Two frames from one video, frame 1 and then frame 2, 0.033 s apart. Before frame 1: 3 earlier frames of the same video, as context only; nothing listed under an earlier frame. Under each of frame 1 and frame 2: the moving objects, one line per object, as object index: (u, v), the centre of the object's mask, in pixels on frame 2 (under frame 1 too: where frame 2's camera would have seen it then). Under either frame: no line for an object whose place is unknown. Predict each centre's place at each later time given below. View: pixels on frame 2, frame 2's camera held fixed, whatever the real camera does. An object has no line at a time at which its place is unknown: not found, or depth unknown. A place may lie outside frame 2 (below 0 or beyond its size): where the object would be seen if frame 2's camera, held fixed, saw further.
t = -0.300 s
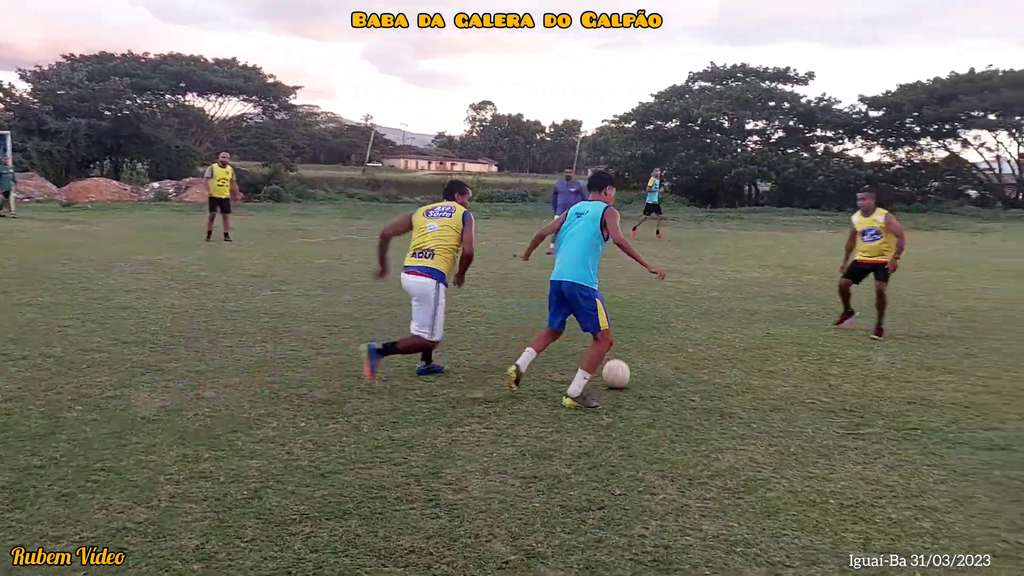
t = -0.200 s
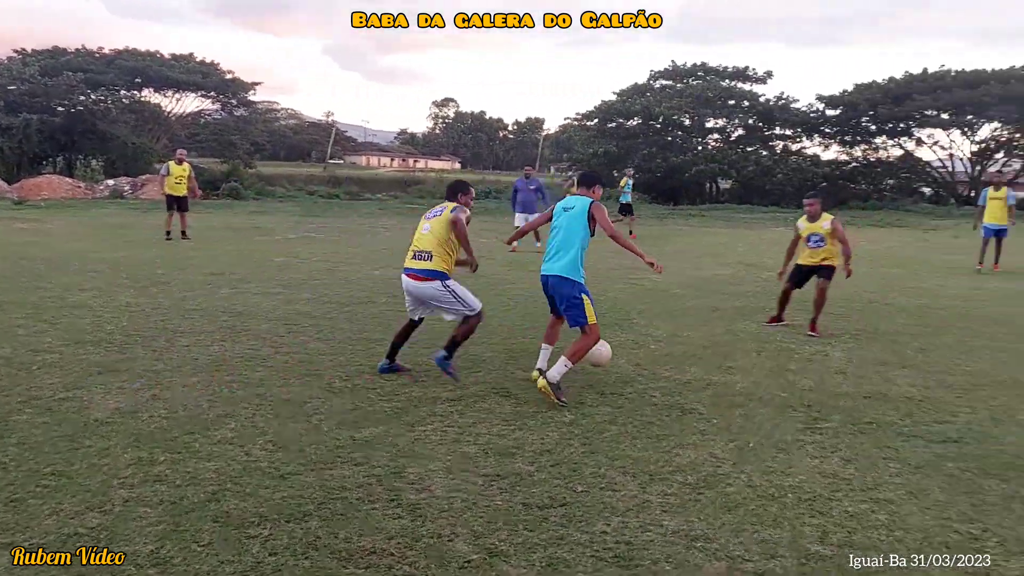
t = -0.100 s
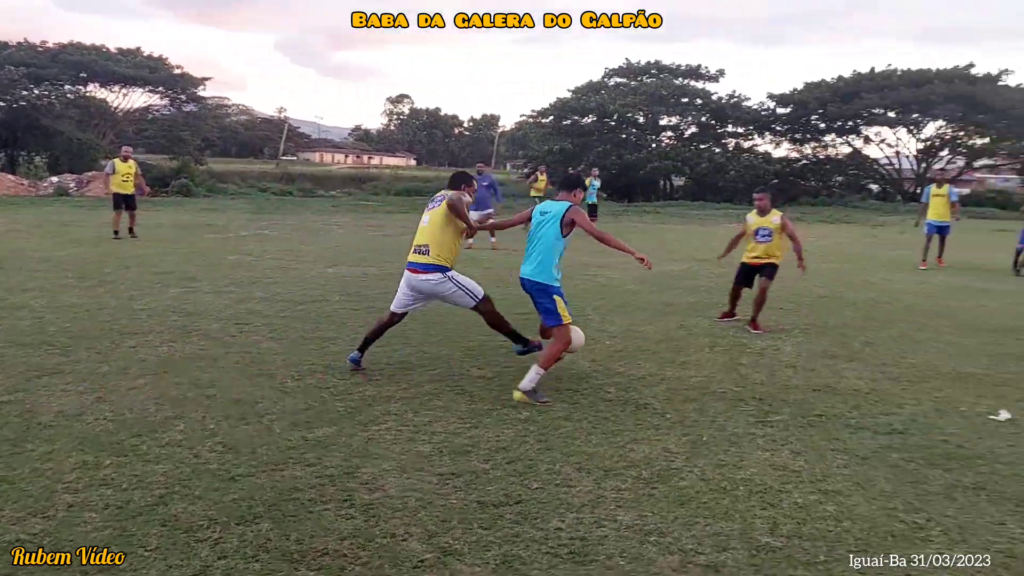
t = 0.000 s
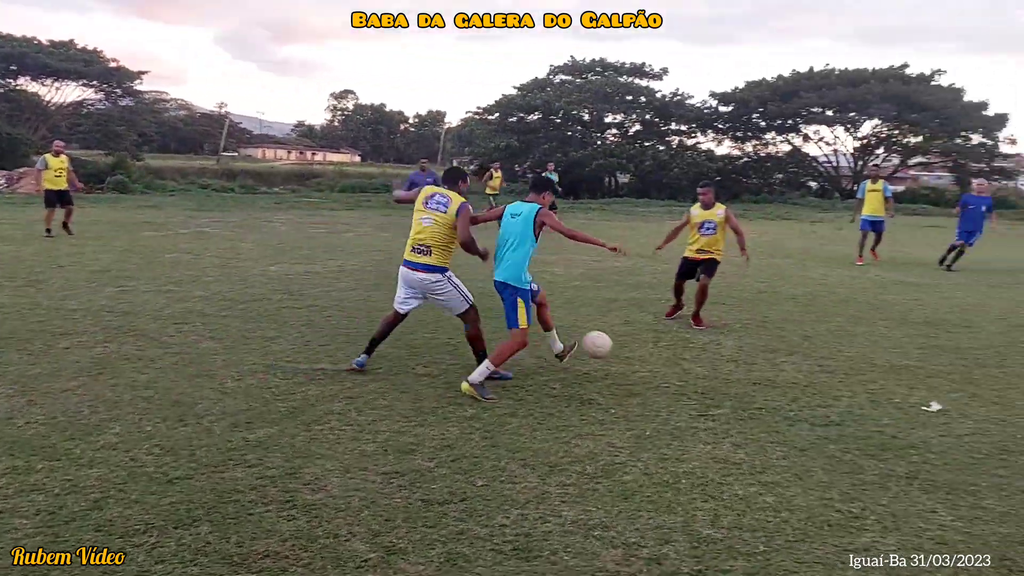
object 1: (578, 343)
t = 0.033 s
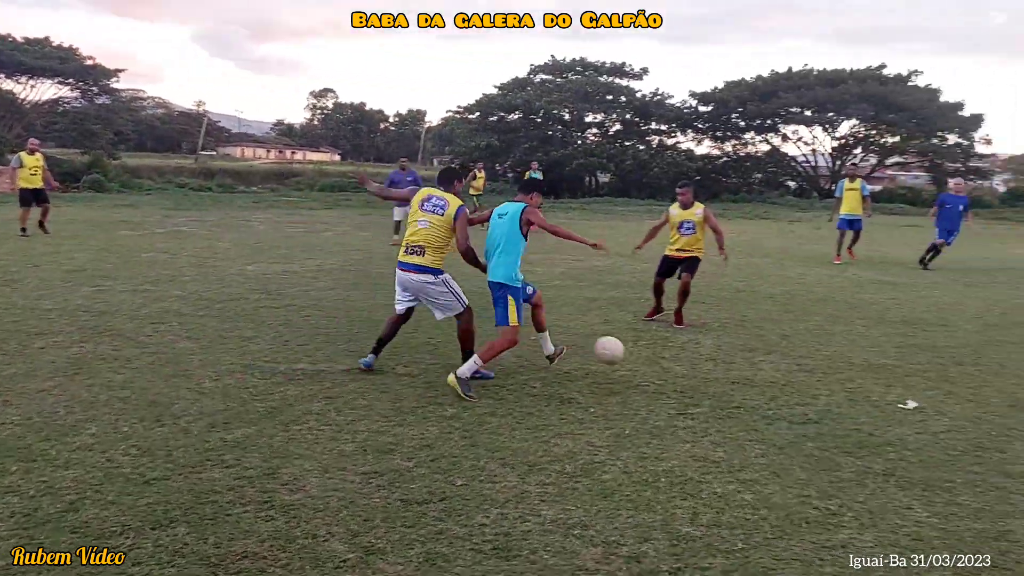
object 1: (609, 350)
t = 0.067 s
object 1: (641, 357)
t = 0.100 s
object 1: (673, 367)
